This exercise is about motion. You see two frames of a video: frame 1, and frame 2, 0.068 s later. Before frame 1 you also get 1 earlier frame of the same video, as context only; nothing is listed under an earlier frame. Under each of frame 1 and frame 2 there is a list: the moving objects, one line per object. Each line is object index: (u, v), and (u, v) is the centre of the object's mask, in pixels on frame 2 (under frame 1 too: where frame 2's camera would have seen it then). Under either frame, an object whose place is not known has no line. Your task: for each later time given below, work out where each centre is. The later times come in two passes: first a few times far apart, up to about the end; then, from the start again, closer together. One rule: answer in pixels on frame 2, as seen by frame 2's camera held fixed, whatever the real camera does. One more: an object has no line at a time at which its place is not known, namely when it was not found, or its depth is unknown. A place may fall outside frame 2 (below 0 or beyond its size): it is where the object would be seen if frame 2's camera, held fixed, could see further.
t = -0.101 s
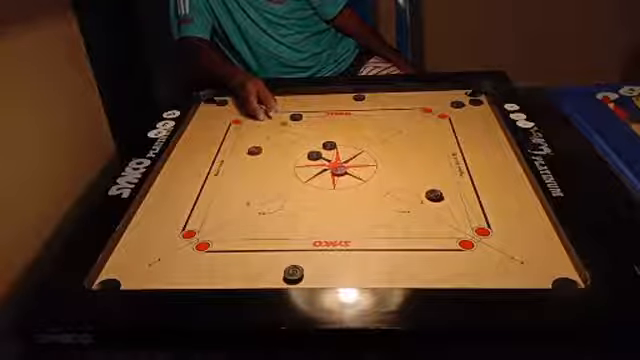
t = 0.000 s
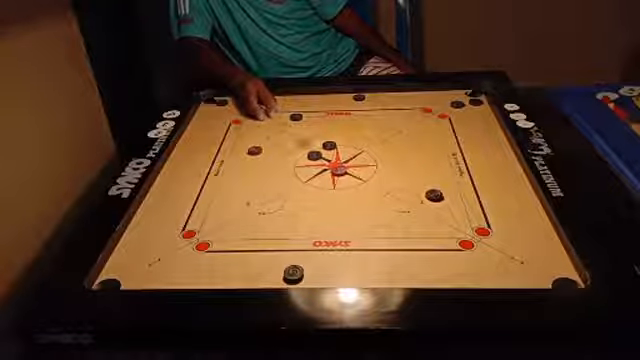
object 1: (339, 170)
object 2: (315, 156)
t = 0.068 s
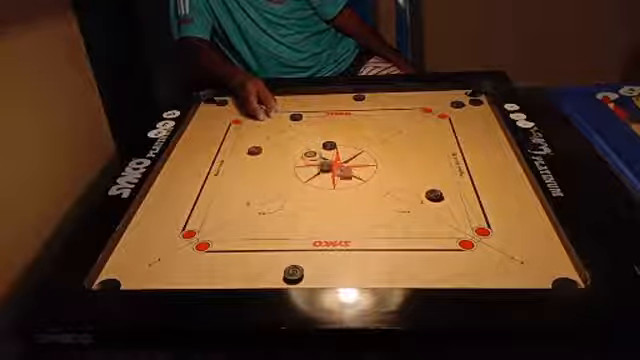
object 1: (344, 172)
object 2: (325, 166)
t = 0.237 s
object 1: (418, 209)
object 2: (324, 184)
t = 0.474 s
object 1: (519, 257)
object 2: (330, 207)
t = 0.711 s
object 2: (330, 210)
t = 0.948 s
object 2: (330, 210)
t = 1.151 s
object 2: (330, 210)
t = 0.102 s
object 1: (360, 181)
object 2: (323, 169)
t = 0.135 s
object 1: (374, 188)
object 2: (322, 172)
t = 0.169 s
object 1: (389, 195)
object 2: (323, 176)
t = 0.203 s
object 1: (403, 202)
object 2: (323, 180)
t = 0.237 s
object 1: (418, 209)
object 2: (324, 184)
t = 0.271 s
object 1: (433, 216)
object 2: (326, 190)
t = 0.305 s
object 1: (448, 223)
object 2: (327, 193)
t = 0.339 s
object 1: (463, 230)
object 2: (328, 196)
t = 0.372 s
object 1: (478, 235)
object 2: (328, 200)
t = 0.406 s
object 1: (492, 244)
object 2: (329, 203)
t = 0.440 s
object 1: (506, 251)
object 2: (330, 205)
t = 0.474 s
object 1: (519, 257)
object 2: (330, 207)
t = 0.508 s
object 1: (532, 264)
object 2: (330, 208)
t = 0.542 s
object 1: (544, 270)
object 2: (330, 209)
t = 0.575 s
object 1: (553, 273)
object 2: (330, 210)
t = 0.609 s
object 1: (564, 277)
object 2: (330, 210)
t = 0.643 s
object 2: (330, 210)
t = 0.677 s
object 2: (330, 210)
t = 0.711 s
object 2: (330, 210)
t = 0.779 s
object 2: (330, 210)
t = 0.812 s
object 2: (330, 210)
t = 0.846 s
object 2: (330, 210)
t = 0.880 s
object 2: (330, 210)
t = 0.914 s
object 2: (330, 210)
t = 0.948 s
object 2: (330, 210)
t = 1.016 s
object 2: (330, 210)
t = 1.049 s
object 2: (330, 210)
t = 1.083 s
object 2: (330, 210)
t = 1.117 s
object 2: (330, 210)
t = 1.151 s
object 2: (330, 210)
